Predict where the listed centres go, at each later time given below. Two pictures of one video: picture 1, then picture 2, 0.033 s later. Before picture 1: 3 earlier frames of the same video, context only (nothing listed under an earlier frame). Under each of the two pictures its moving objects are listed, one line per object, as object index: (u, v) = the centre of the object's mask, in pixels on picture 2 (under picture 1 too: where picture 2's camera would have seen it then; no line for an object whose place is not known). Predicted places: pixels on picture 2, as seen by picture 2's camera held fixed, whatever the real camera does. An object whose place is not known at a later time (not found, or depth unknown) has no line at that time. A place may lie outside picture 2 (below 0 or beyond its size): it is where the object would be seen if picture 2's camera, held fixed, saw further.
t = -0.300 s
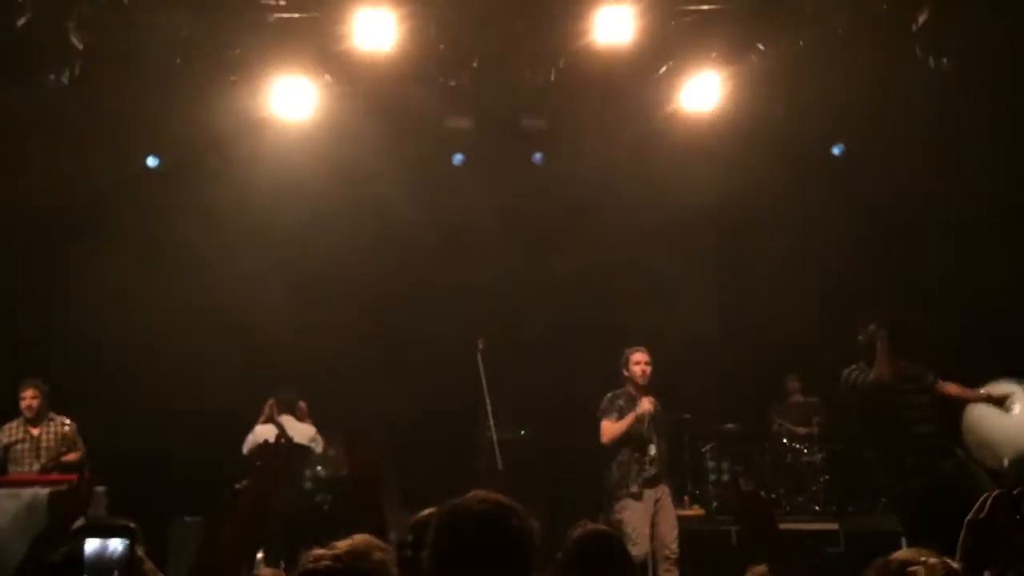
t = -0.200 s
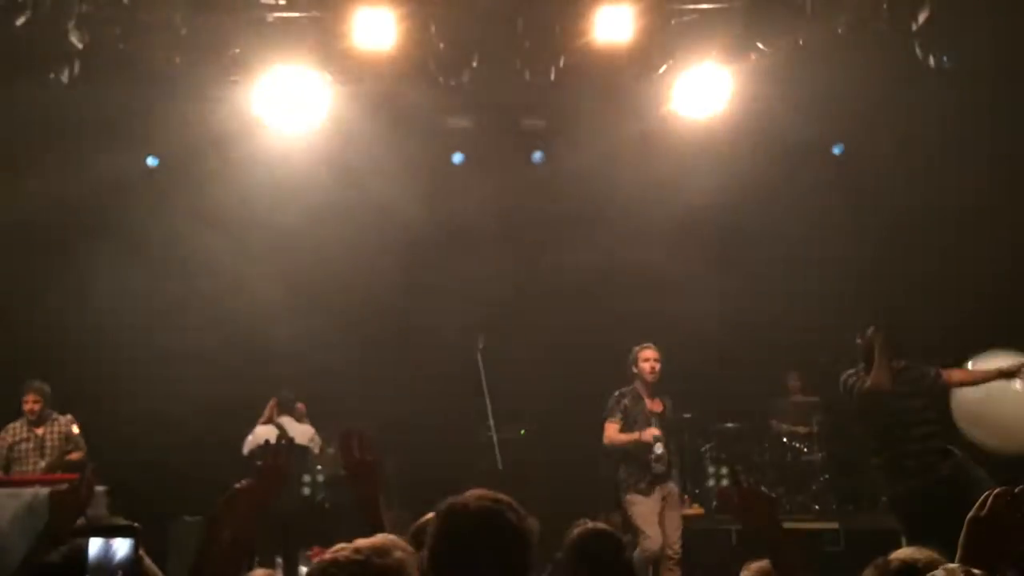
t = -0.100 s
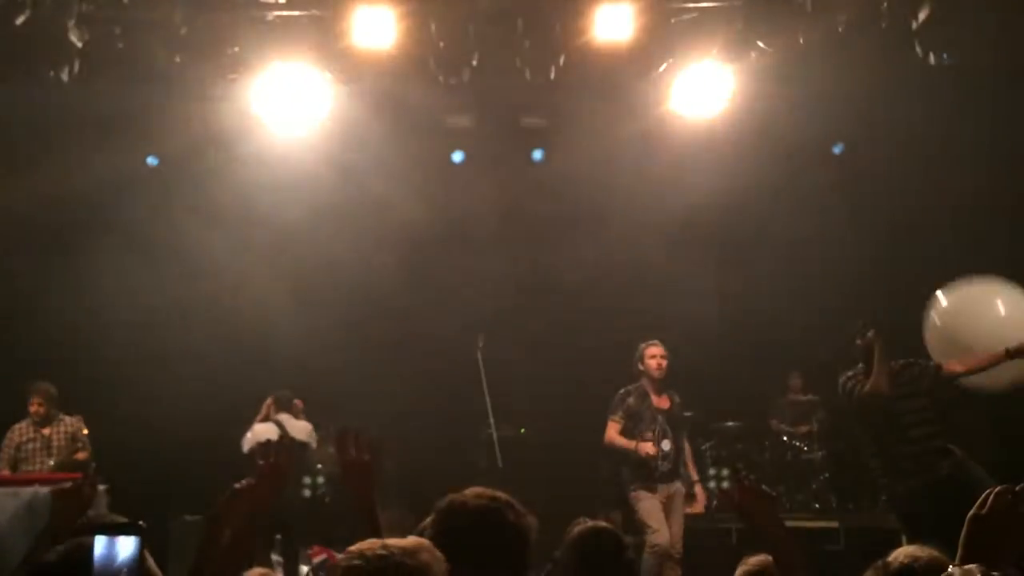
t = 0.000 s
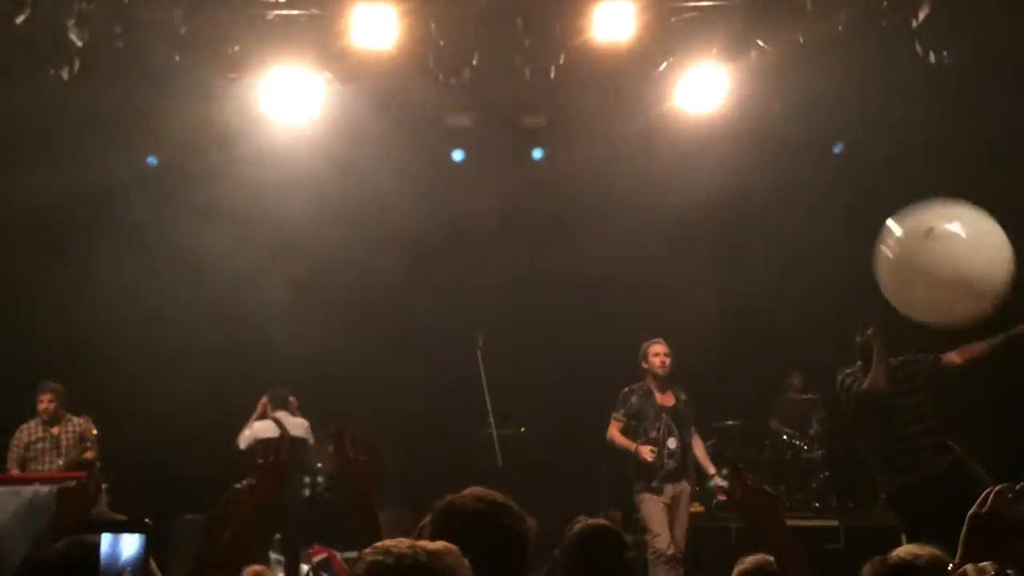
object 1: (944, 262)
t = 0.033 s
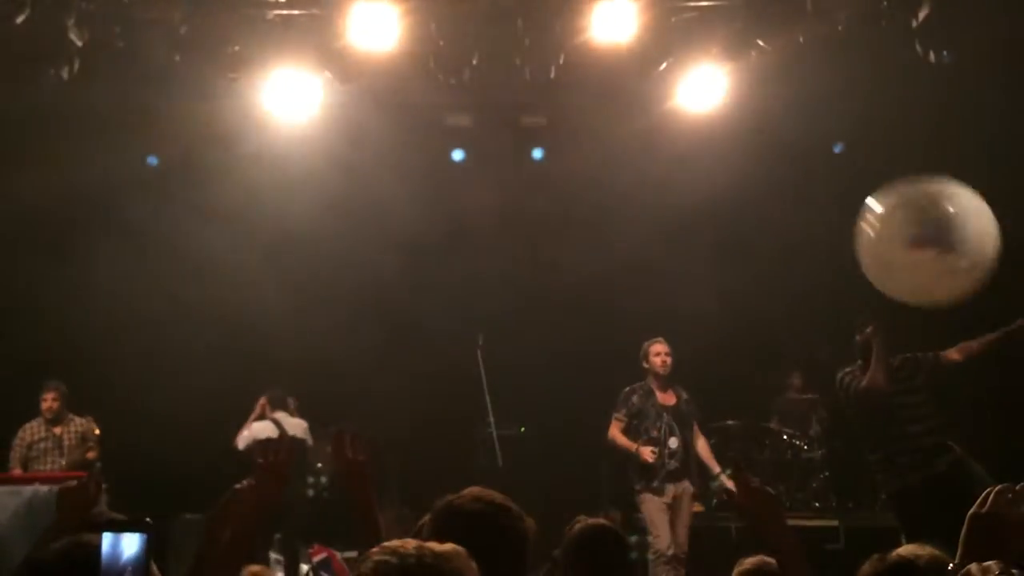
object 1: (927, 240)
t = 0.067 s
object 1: (910, 222)
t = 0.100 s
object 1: (891, 205)
